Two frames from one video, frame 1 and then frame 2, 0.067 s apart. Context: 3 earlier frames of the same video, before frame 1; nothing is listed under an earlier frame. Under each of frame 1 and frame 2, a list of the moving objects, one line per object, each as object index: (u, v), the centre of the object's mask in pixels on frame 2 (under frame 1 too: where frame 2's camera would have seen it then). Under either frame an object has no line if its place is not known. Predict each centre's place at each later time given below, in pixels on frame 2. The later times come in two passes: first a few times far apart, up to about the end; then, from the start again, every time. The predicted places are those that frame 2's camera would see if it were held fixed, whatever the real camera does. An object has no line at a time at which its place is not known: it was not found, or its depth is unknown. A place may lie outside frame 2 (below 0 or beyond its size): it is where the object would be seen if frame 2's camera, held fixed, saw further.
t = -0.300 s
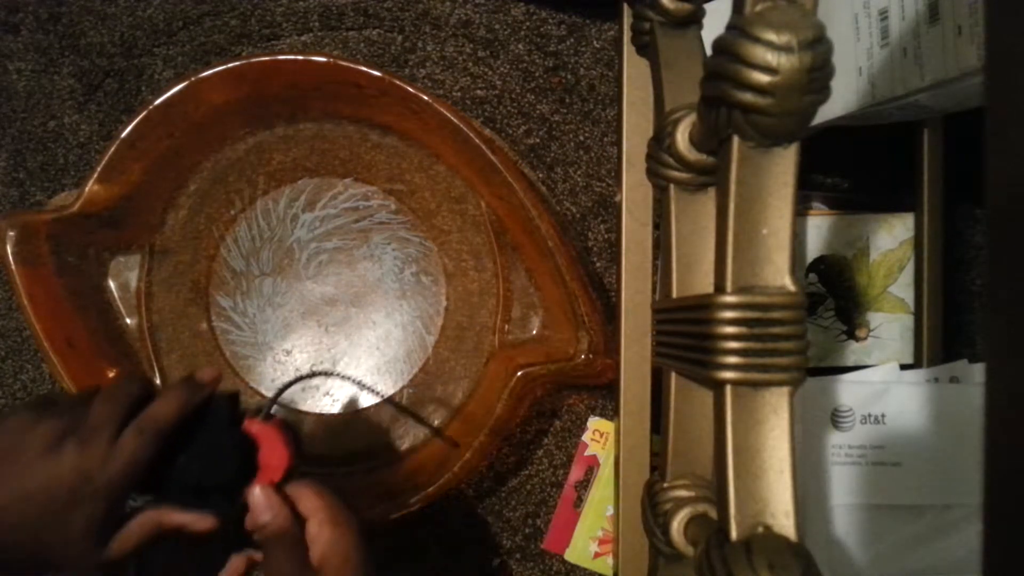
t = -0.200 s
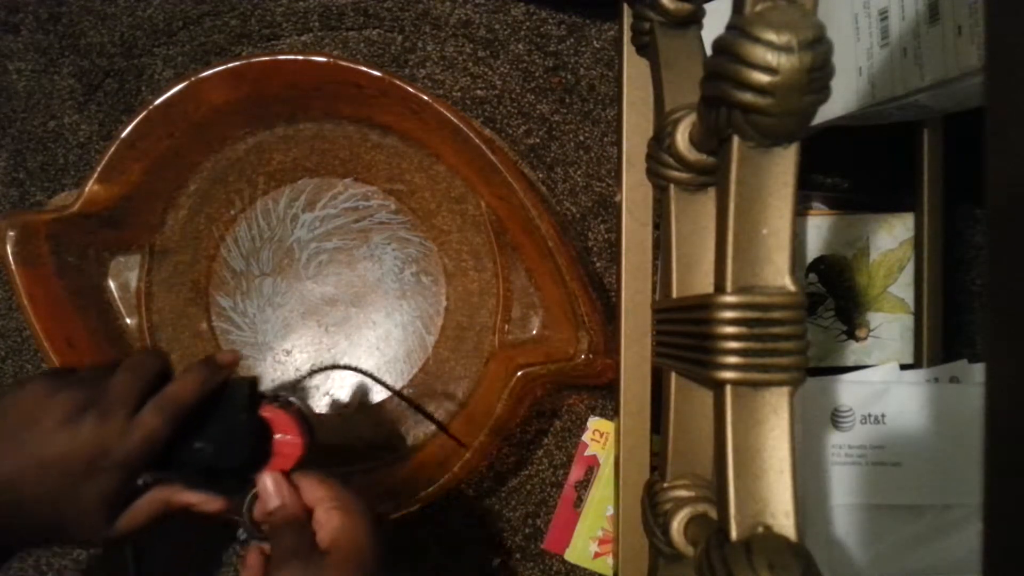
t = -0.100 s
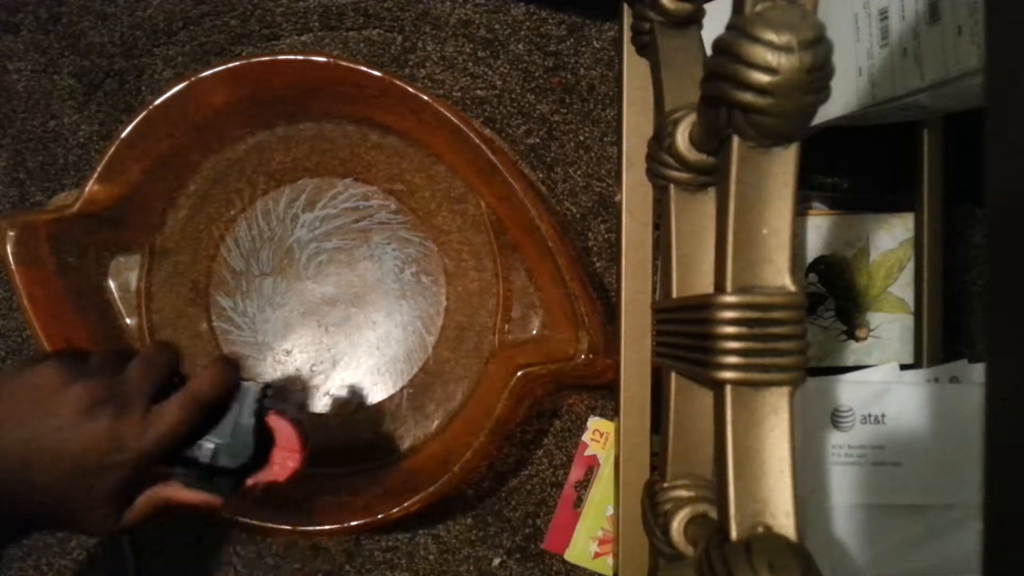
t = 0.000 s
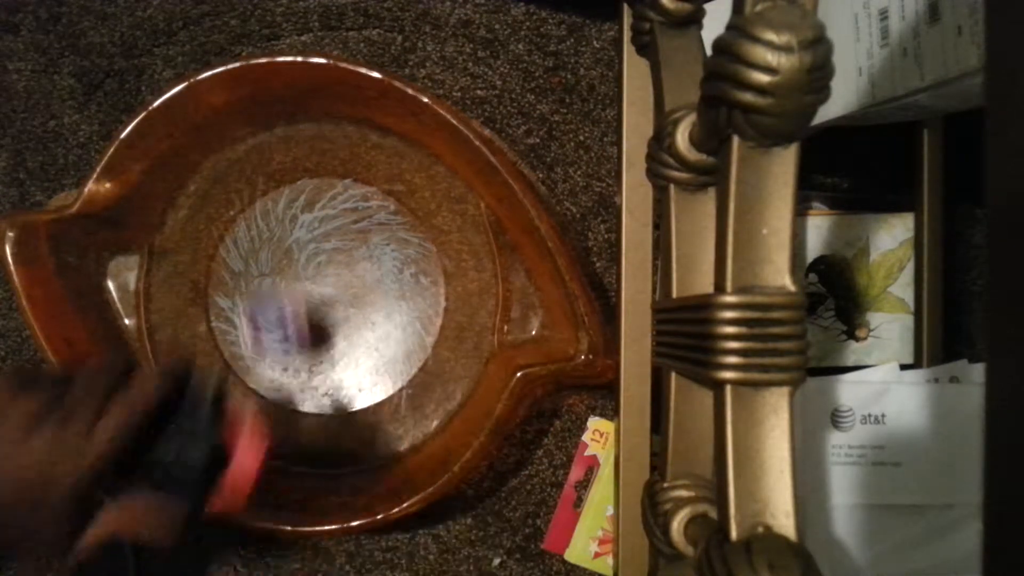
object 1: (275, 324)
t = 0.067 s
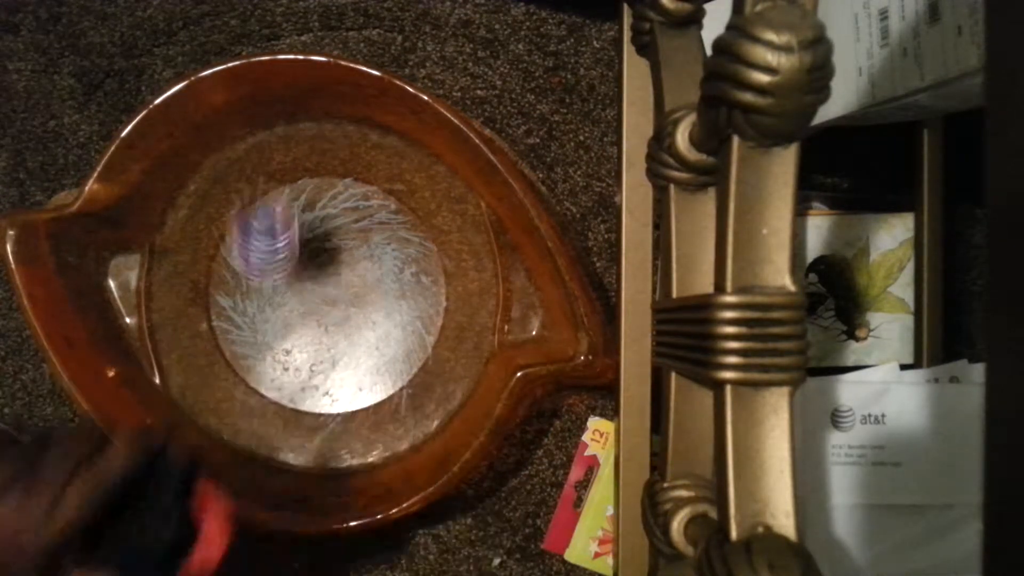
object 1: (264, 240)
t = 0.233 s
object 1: (307, 227)
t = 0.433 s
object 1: (337, 387)
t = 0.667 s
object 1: (371, 369)
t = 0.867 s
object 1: (372, 265)
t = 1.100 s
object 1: (281, 189)
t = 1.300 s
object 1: (208, 344)
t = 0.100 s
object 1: (265, 190)
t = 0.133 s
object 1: (269, 150)
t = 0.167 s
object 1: (284, 161)
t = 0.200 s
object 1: (297, 195)
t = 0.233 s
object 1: (307, 227)
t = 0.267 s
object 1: (315, 262)
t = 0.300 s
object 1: (323, 287)
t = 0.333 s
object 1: (328, 314)
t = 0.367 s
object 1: (333, 341)
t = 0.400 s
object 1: (333, 366)
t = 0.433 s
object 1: (337, 387)
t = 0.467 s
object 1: (338, 401)
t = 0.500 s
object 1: (340, 411)
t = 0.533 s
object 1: (343, 412)
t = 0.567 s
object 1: (349, 408)
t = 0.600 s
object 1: (356, 398)
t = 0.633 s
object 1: (365, 385)
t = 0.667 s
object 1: (371, 369)
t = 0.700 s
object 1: (375, 353)
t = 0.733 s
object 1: (378, 336)
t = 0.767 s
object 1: (379, 317)
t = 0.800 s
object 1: (379, 300)
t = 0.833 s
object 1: (377, 282)
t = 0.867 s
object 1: (372, 265)
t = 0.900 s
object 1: (365, 249)
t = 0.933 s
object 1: (355, 234)
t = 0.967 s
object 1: (343, 220)
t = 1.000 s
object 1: (330, 209)
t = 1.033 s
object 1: (315, 200)
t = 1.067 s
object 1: (298, 194)
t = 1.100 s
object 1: (281, 189)
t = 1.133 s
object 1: (262, 191)
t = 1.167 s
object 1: (244, 202)
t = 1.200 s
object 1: (225, 224)
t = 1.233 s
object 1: (209, 254)
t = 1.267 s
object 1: (202, 294)
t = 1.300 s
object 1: (208, 344)
